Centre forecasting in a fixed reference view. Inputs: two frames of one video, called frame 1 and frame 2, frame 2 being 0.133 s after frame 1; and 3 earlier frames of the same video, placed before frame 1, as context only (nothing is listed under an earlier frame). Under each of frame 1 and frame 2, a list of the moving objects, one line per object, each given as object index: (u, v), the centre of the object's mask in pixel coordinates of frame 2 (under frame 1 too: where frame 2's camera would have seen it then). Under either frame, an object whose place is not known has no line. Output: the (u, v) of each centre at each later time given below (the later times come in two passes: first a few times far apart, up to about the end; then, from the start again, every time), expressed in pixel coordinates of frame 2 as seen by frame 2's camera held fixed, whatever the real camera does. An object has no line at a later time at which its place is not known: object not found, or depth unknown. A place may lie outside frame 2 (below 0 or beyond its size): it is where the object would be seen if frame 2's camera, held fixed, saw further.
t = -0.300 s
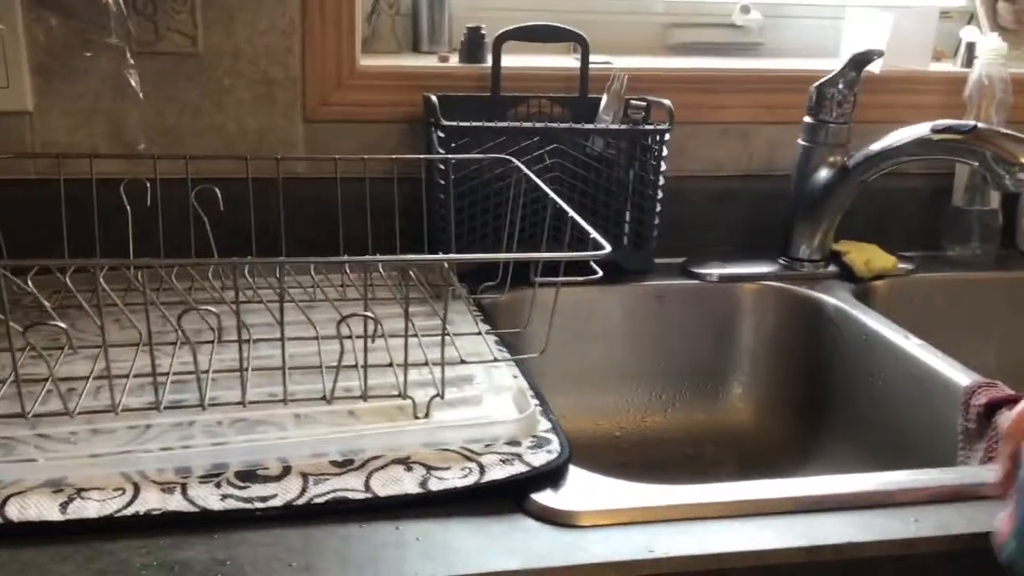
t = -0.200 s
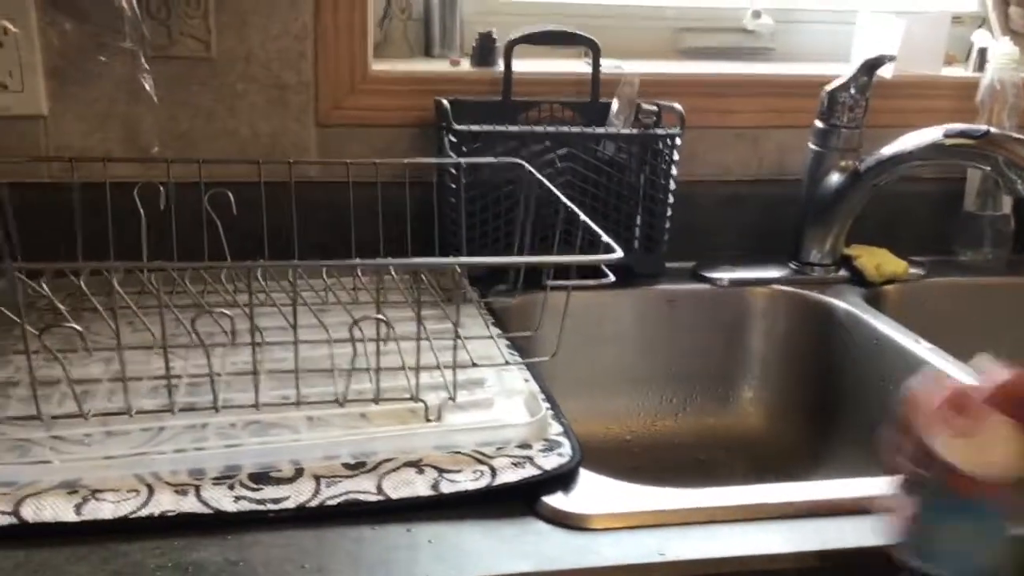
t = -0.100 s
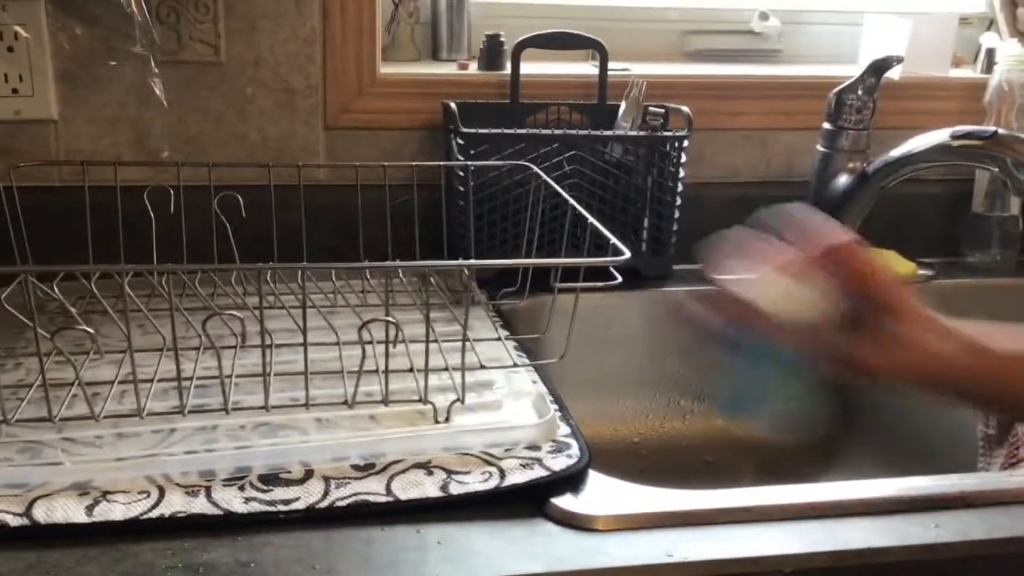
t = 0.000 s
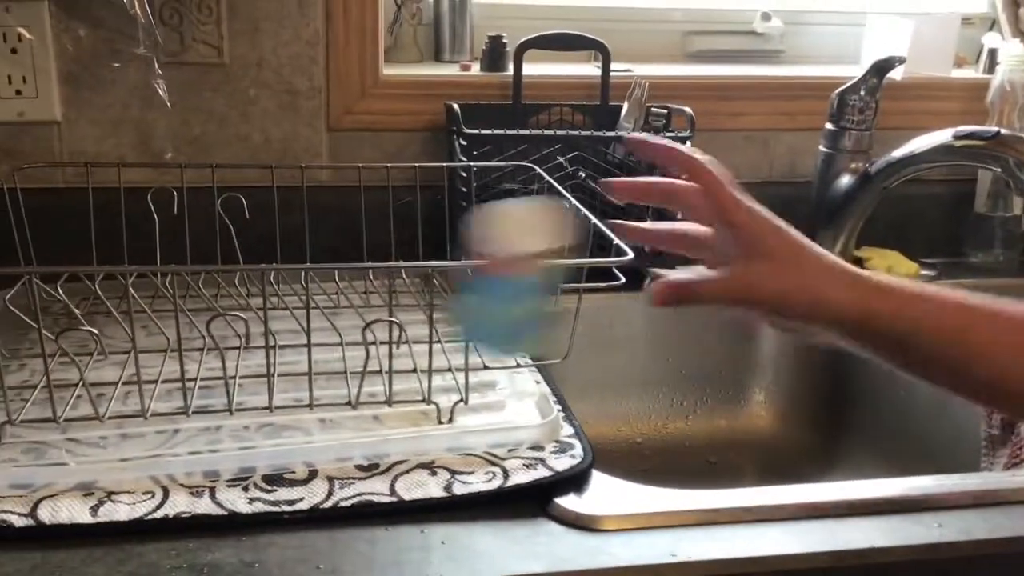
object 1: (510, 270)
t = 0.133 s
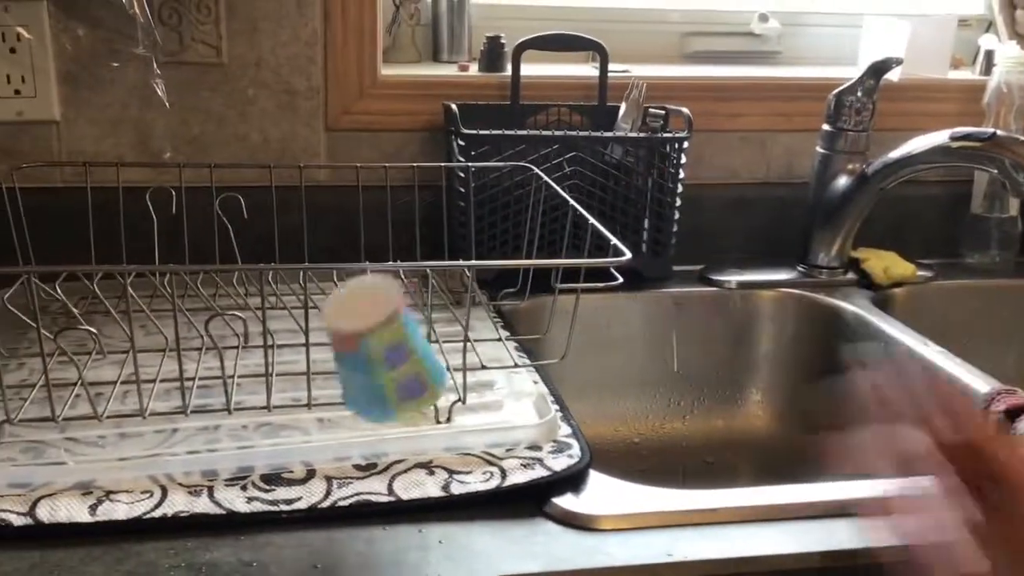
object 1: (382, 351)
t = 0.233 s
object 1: (386, 375)
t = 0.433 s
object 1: (370, 382)
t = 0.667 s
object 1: (370, 383)
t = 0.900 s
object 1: (370, 383)
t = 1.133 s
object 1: (370, 383)
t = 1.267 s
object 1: (371, 383)
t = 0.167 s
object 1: (387, 350)
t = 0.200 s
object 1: (390, 360)
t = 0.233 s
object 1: (386, 375)
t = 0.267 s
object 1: (374, 384)
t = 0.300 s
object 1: (367, 380)
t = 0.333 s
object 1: (366, 380)
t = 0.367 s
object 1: (368, 381)
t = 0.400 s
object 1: (369, 382)
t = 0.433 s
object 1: (370, 382)
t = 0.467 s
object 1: (371, 382)
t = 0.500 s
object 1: (371, 383)
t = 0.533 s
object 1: (370, 383)
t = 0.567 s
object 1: (370, 383)
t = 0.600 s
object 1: (370, 383)
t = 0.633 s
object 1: (370, 383)
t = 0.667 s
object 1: (370, 383)
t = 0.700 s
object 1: (370, 383)
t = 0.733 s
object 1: (370, 383)
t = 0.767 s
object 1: (370, 383)
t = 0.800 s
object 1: (370, 383)
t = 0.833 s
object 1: (370, 383)
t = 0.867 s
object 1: (370, 383)
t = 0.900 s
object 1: (370, 383)
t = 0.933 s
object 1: (370, 383)
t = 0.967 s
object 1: (370, 383)
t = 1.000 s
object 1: (370, 383)
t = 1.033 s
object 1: (370, 383)
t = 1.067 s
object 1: (370, 383)
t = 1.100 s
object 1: (370, 383)
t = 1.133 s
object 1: (370, 383)
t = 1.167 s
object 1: (371, 383)
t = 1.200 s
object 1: (370, 383)
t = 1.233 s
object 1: (370, 383)
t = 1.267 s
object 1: (371, 383)
